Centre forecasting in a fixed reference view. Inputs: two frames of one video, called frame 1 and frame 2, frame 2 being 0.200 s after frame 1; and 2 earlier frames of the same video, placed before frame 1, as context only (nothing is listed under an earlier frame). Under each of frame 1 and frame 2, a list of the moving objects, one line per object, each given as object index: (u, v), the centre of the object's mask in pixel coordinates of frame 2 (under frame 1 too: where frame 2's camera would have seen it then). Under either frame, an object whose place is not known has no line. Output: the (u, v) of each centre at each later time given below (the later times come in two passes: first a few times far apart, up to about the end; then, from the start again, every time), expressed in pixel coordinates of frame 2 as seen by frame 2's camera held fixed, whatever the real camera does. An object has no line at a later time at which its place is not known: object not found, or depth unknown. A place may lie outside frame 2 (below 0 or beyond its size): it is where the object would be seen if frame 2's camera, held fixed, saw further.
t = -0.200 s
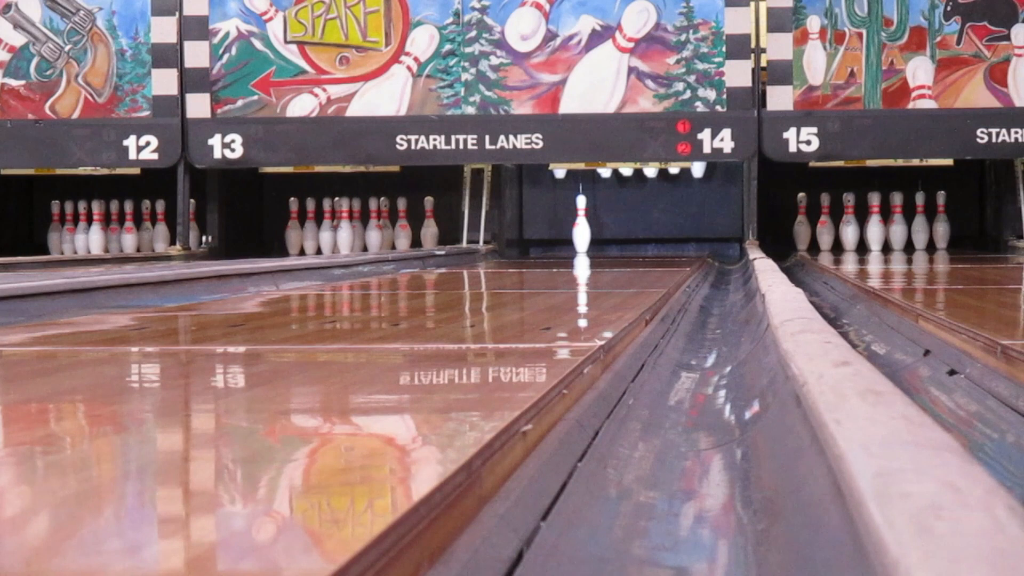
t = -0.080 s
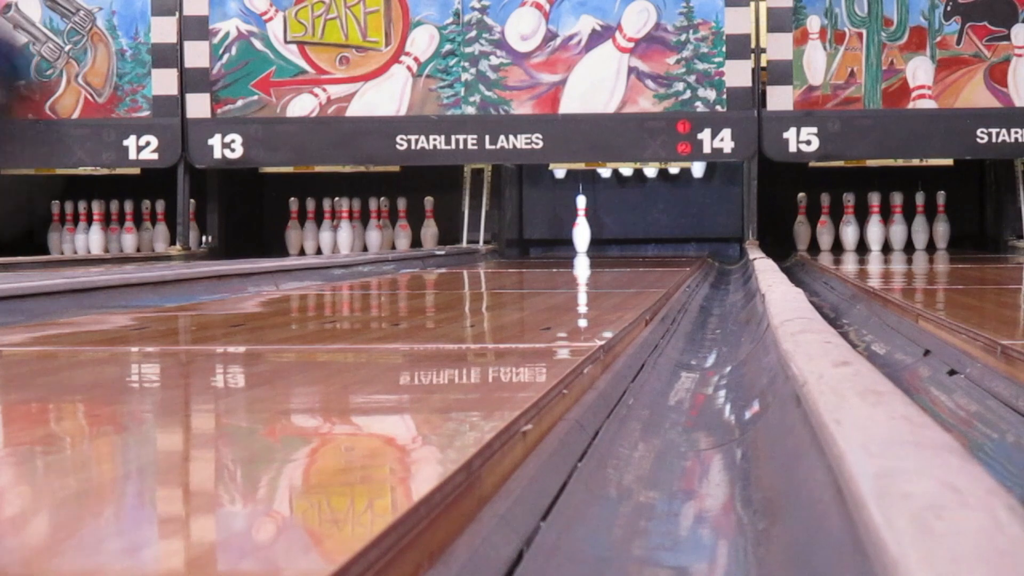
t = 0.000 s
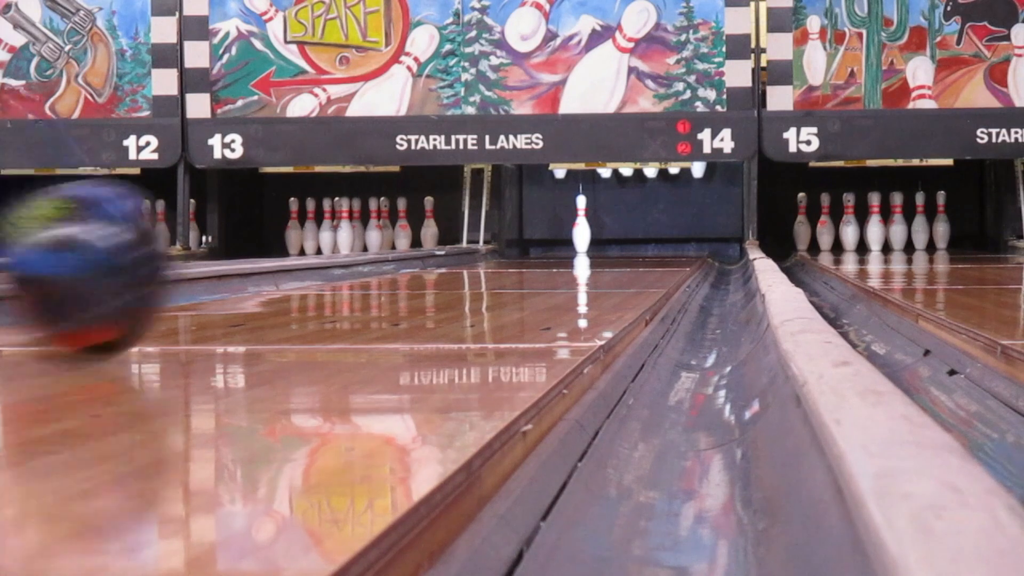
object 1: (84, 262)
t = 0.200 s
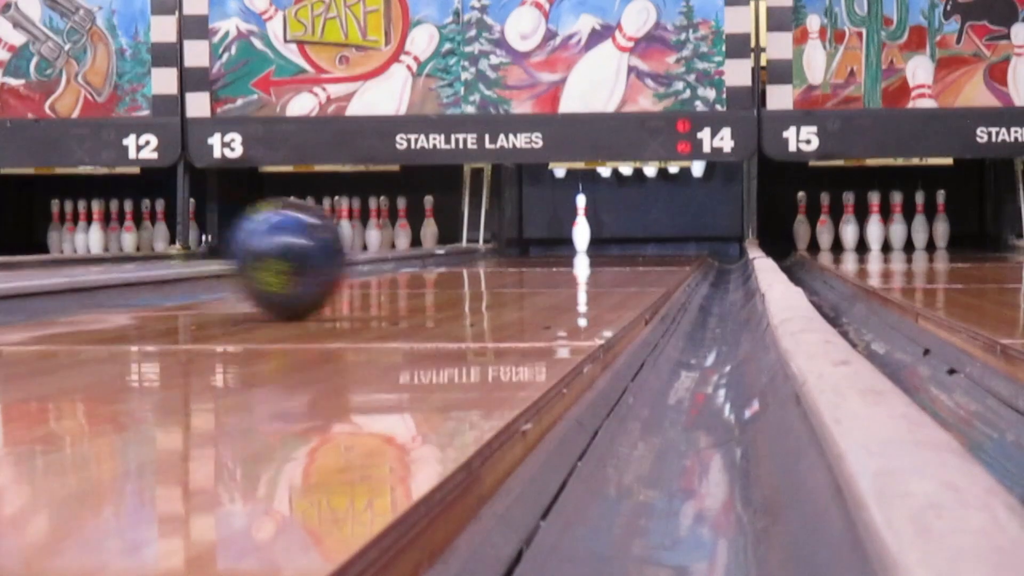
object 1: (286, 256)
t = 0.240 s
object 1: (314, 256)
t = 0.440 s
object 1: (410, 250)
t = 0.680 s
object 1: (477, 244)
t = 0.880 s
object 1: (515, 241)
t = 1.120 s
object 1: (544, 240)
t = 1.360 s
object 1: (568, 238)
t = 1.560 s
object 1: (582, 237)
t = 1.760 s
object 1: (594, 236)
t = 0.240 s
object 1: (314, 256)
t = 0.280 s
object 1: (338, 256)
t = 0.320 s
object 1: (360, 255)
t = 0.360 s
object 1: (378, 253)
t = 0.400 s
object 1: (394, 252)
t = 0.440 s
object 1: (410, 250)
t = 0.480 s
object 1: (423, 248)
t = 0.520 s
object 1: (435, 248)
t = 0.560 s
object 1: (447, 247)
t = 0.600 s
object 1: (457, 247)
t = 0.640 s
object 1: (467, 246)
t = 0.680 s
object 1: (477, 244)
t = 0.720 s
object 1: (486, 244)
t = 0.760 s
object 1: (494, 243)
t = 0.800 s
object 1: (501, 242)
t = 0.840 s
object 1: (508, 241)
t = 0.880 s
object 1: (515, 241)
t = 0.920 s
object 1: (521, 240)
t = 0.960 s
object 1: (525, 240)
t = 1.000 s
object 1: (530, 241)
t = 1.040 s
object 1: (535, 241)
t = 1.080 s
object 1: (540, 241)
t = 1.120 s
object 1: (544, 240)
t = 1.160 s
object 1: (549, 239)
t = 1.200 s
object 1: (553, 240)
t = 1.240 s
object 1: (557, 239)
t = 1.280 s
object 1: (560, 239)
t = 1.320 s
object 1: (564, 239)
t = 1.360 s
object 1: (568, 238)
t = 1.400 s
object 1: (571, 237)
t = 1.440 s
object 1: (573, 237)
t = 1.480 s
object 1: (576, 237)
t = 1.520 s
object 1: (579, 237)
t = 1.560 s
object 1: (582, 237)
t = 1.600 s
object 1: (584, 236)
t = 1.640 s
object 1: (587, 236)
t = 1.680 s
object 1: (589, 236)
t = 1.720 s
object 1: (591, 236)
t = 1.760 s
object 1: (594, 236)
